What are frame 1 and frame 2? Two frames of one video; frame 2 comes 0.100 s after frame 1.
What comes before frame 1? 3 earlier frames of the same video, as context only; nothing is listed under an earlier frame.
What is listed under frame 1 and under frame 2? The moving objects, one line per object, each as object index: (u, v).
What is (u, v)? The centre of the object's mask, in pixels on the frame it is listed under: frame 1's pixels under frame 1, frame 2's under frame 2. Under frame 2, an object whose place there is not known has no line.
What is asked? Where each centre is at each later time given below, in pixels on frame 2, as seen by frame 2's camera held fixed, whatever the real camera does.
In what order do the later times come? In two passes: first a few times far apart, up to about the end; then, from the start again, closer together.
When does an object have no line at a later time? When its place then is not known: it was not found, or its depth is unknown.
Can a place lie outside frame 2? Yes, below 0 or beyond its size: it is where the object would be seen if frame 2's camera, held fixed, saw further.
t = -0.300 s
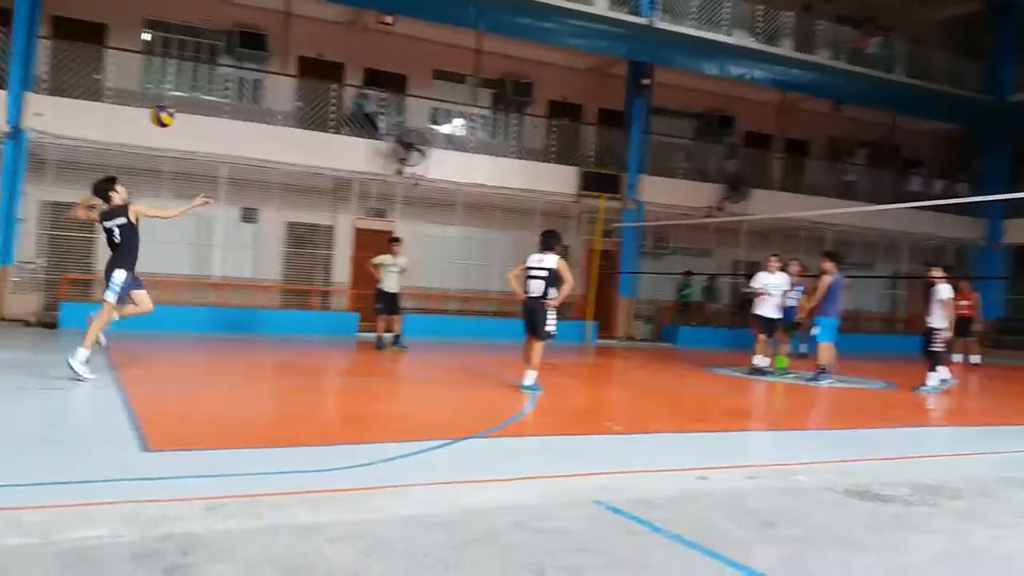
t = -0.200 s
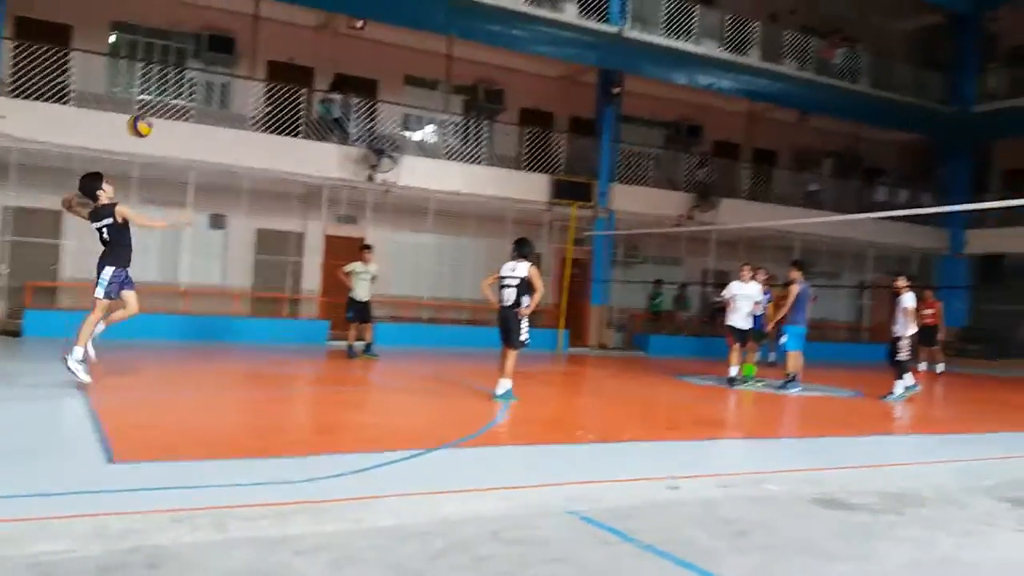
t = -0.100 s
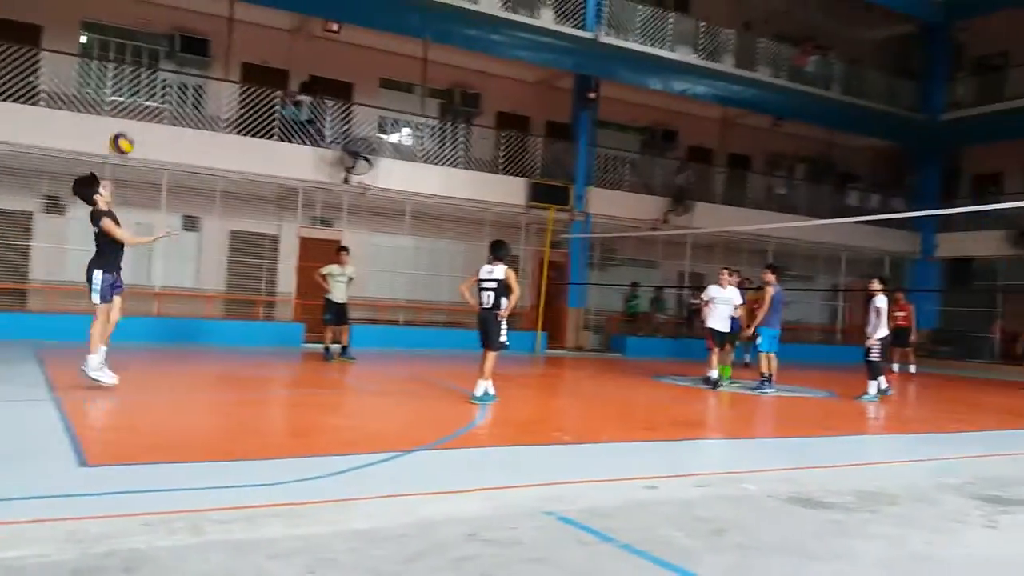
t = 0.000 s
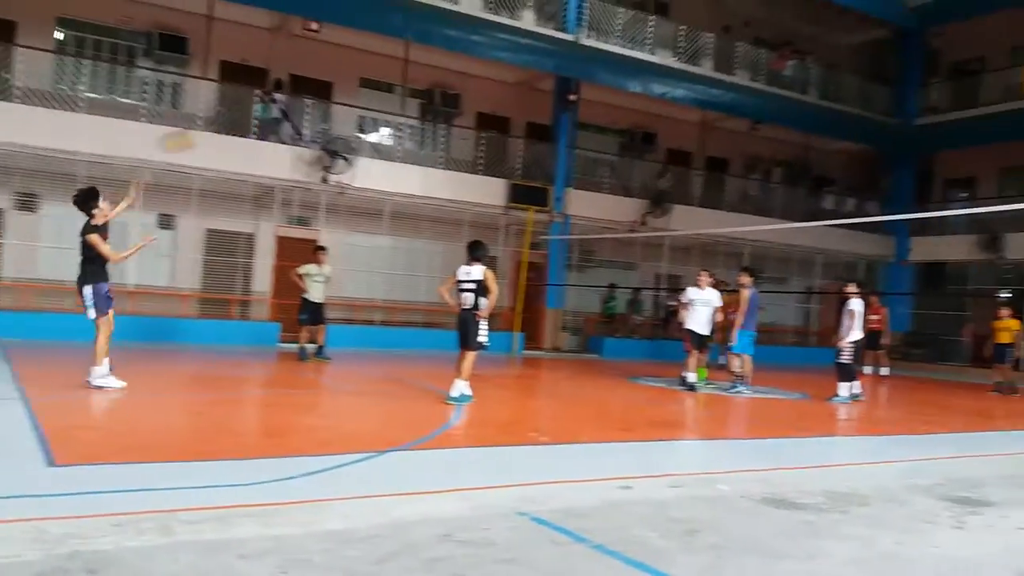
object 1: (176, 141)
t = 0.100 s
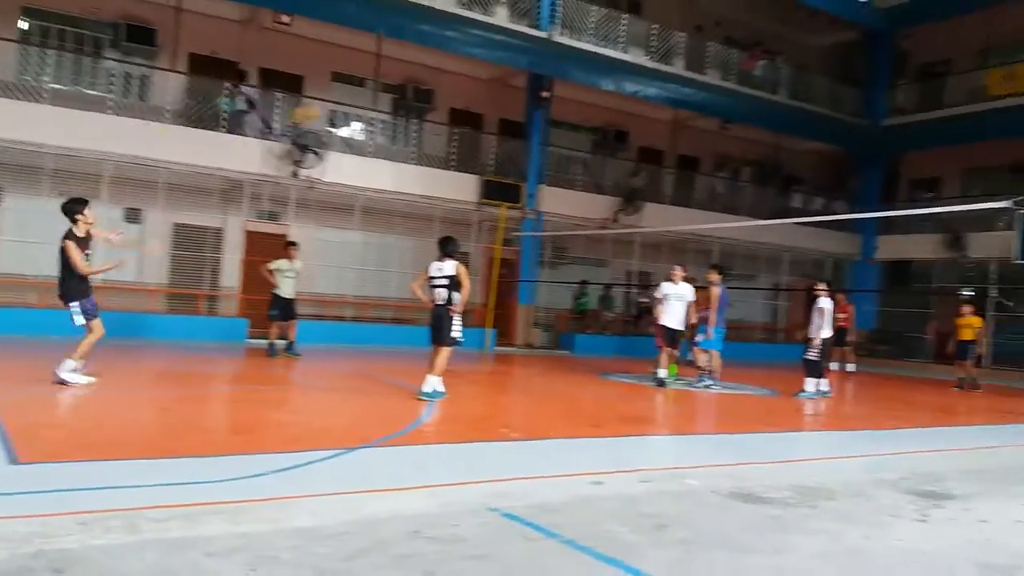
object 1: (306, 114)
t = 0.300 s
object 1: (550, 105)
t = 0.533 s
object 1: (758, 136)
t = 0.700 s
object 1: (867, 176)
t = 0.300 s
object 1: (550, 105)
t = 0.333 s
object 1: (584, 107)
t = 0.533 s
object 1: (758, 136)
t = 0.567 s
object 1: (781, 143)
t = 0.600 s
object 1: (804, 150)
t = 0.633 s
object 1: (825, 158)
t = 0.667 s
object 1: (846, 167)
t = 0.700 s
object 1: (867, 176)
